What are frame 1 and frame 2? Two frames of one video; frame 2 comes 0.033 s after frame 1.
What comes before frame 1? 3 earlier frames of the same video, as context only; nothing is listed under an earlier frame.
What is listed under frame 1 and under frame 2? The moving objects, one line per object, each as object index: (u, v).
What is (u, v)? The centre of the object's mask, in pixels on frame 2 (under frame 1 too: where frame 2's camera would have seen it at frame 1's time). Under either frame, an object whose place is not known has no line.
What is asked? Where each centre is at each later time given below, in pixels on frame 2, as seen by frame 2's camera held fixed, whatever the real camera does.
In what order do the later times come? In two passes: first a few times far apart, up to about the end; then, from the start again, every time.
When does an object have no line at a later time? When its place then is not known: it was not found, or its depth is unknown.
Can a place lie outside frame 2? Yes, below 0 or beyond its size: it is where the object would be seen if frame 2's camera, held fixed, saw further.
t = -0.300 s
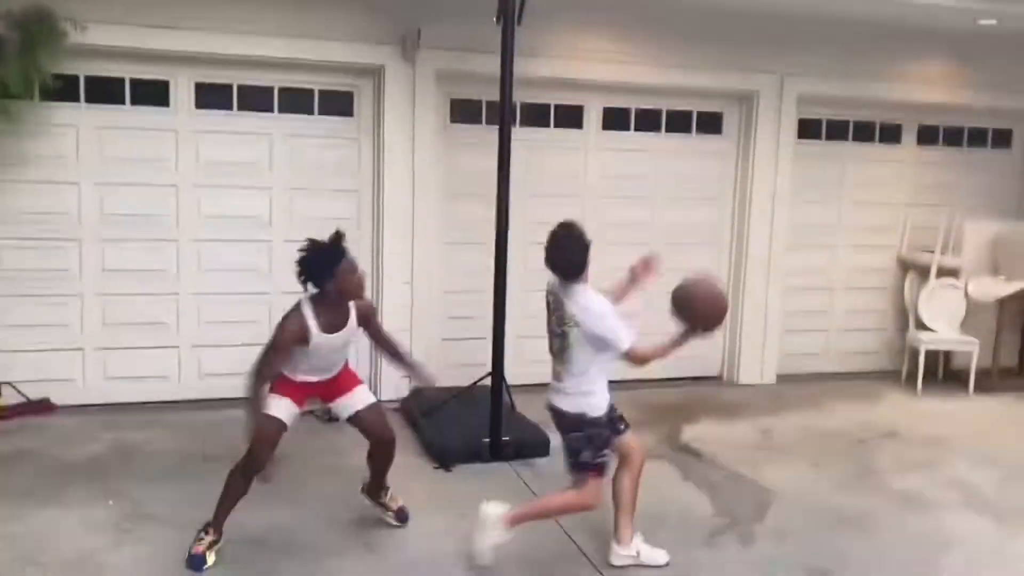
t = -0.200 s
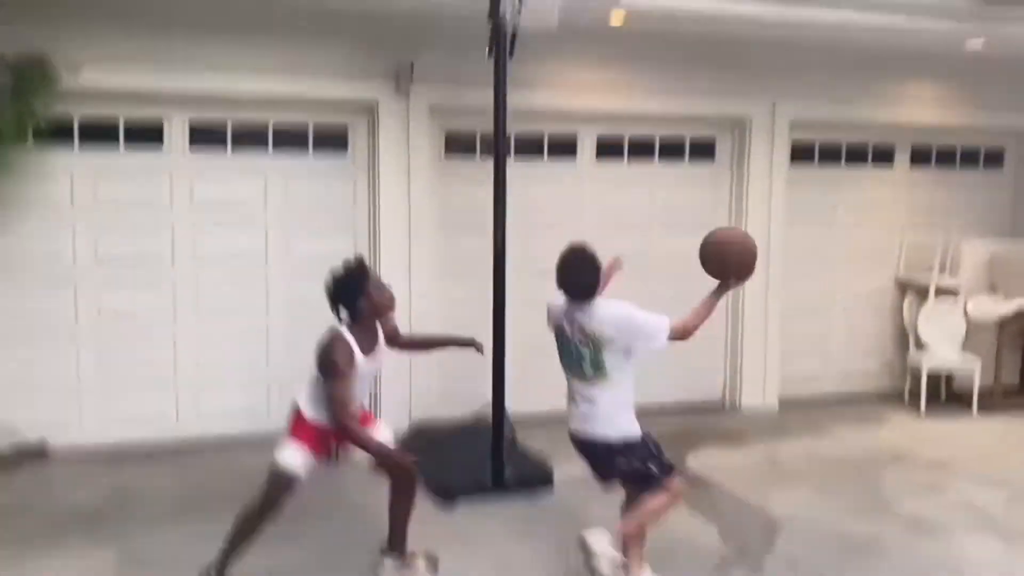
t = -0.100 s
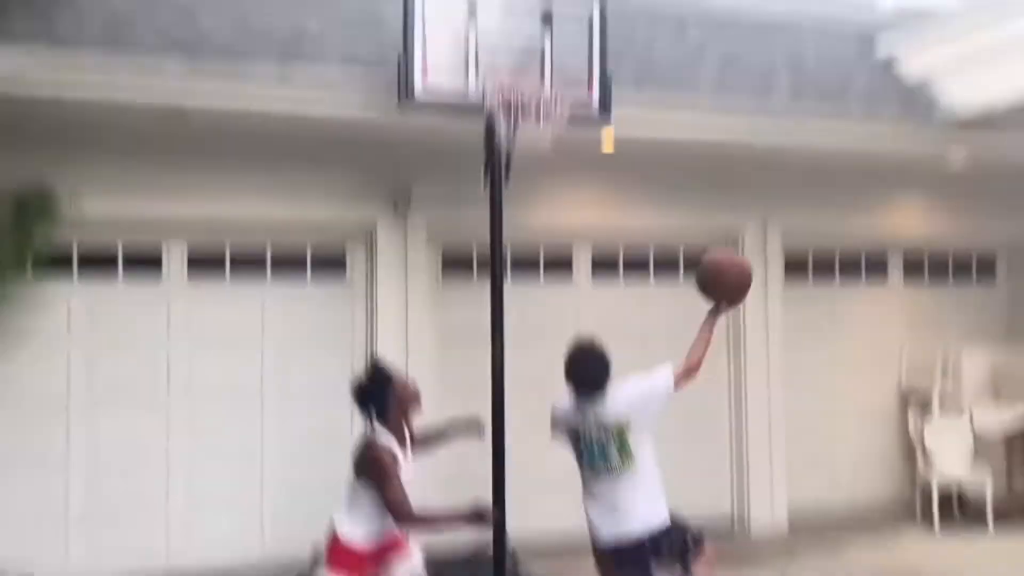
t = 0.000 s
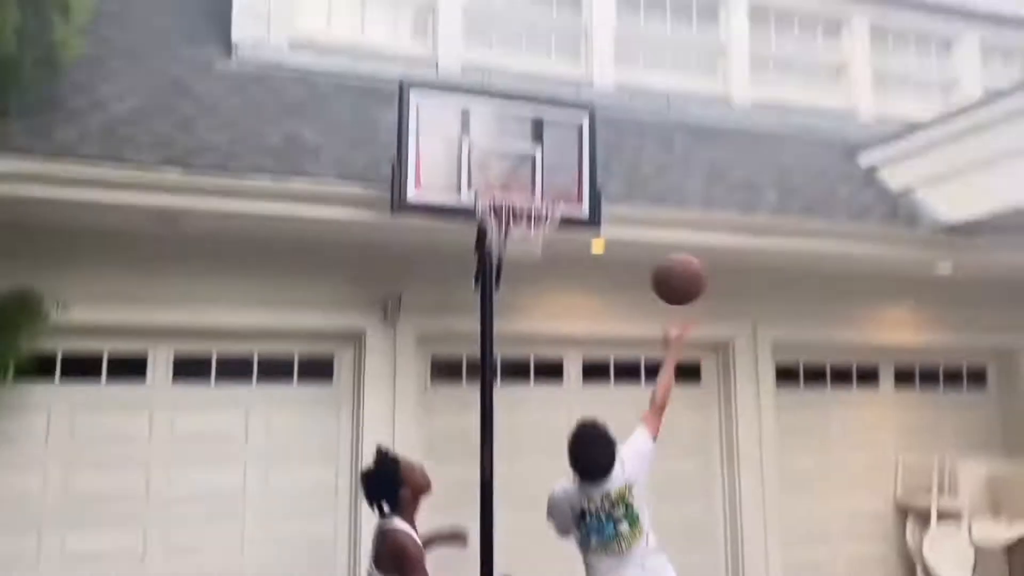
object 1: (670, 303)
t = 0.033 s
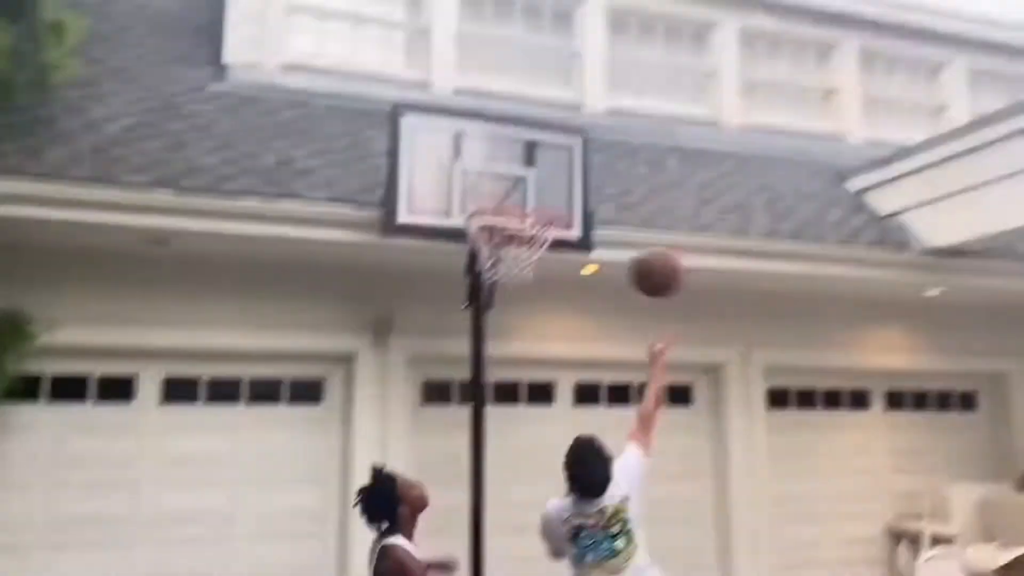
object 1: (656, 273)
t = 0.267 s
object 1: (579, 146)
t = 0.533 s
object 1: (505, 135)
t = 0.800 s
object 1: (486, 190)
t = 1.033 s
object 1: (531, 223)
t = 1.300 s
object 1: (502, 278)
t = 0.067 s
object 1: (645, 246)
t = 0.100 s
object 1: (633, 223)
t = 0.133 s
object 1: (621, 202)
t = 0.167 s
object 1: (611, 186)
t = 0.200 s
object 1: (601, 170)
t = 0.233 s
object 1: (590, 156)
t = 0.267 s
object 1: (579, 146)
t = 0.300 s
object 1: (569, 137)
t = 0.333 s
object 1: (559, 132)
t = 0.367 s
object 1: (550, 128)
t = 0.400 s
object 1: (541, 125)
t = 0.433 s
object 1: (532, 125)
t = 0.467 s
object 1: (523, 127)
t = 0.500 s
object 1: (514, 131)
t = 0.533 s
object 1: (505, 135)
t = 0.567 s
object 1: (497, 142)
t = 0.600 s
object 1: (495, 145)
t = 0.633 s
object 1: (493, 147)
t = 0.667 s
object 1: (492, 152)
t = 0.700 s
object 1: (491, 158)
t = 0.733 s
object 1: (489, 167)
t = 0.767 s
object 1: (487, 178)
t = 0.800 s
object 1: (486, 190)
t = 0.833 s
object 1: (489, 197)
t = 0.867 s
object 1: (499, 199)
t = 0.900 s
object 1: (508, 206)
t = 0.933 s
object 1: (517, 200)
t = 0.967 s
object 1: (525, 203)
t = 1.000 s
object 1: (531, 205)
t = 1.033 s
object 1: (531, 223)
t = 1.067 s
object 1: (530, 225)
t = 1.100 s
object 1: (528, 230)
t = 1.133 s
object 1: (526, 234)
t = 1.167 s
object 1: (522, 236)
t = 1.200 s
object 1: (518, 239)
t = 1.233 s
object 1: (513, 277)
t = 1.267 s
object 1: (507, 277)
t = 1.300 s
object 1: (502, 278)
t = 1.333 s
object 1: (499, 284)
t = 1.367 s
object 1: (493, 296)
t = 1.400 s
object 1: (488, 309)
